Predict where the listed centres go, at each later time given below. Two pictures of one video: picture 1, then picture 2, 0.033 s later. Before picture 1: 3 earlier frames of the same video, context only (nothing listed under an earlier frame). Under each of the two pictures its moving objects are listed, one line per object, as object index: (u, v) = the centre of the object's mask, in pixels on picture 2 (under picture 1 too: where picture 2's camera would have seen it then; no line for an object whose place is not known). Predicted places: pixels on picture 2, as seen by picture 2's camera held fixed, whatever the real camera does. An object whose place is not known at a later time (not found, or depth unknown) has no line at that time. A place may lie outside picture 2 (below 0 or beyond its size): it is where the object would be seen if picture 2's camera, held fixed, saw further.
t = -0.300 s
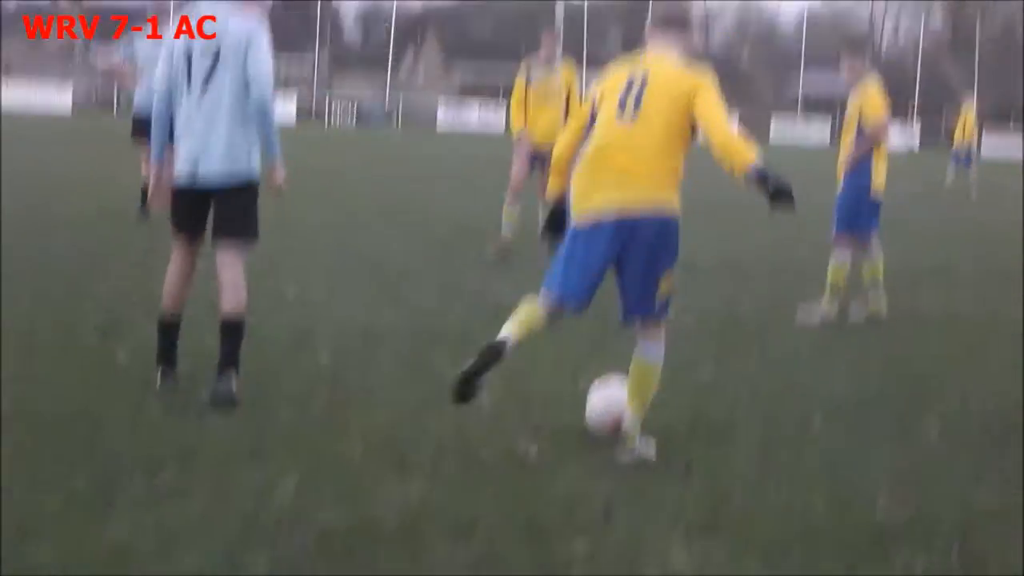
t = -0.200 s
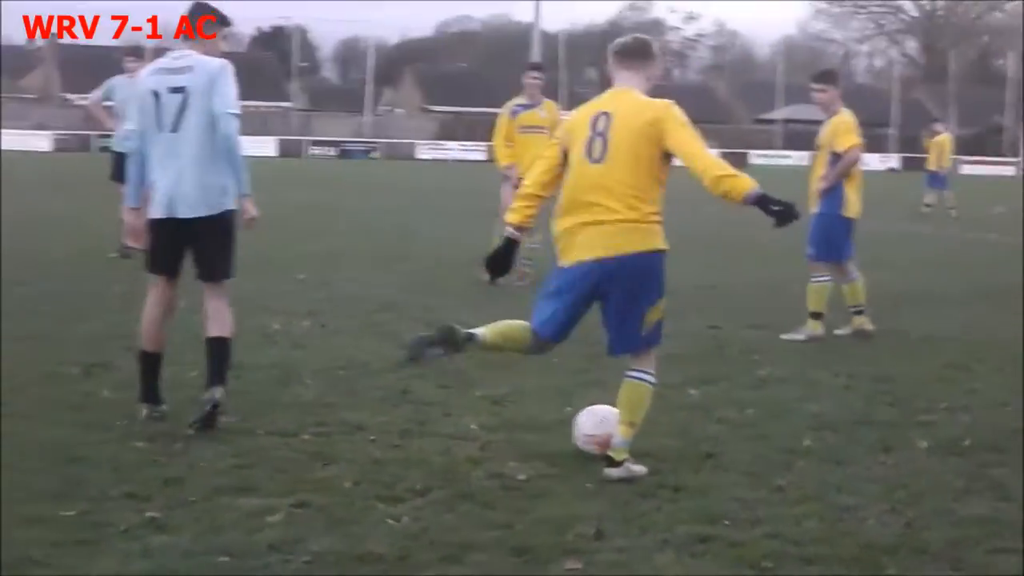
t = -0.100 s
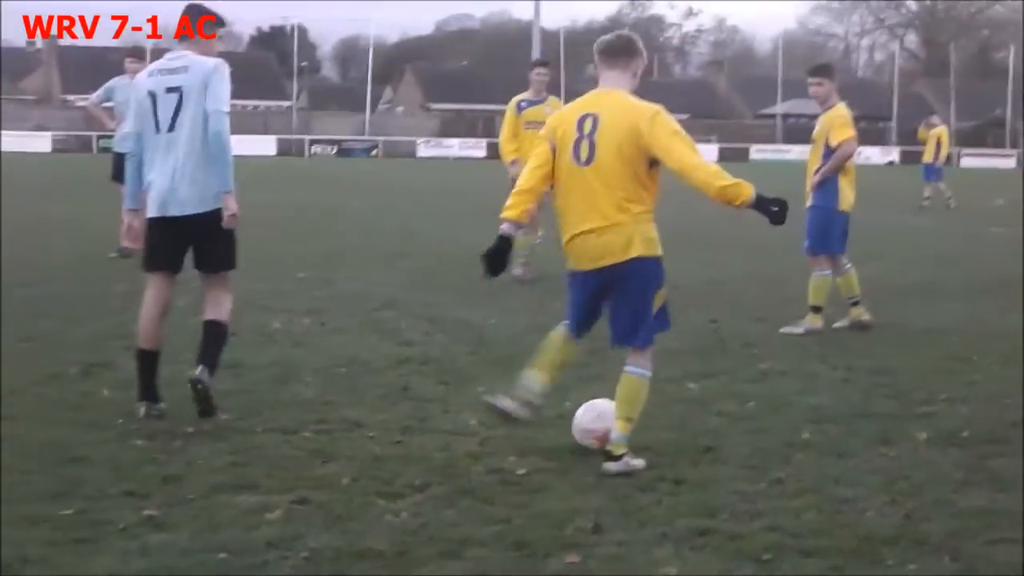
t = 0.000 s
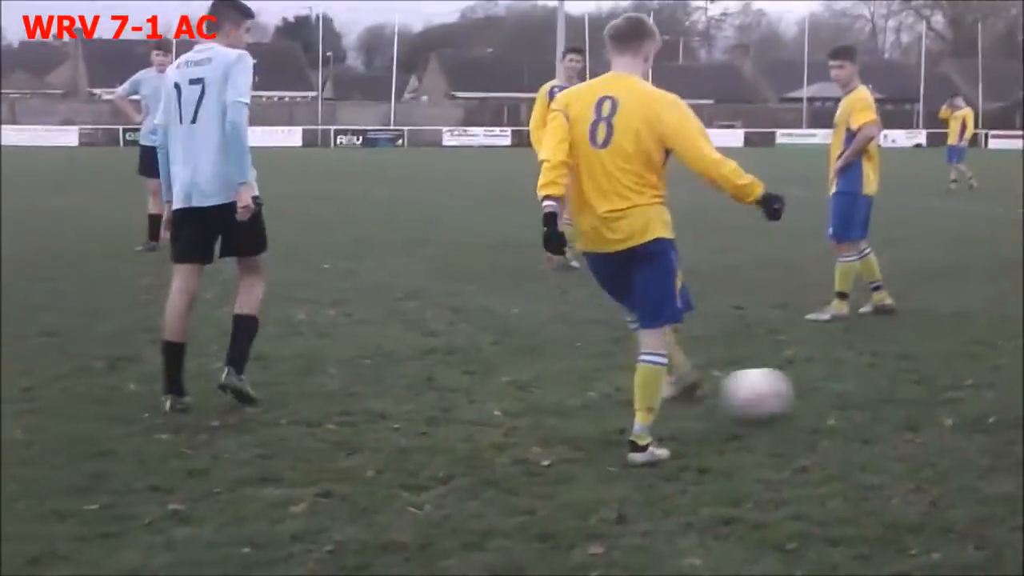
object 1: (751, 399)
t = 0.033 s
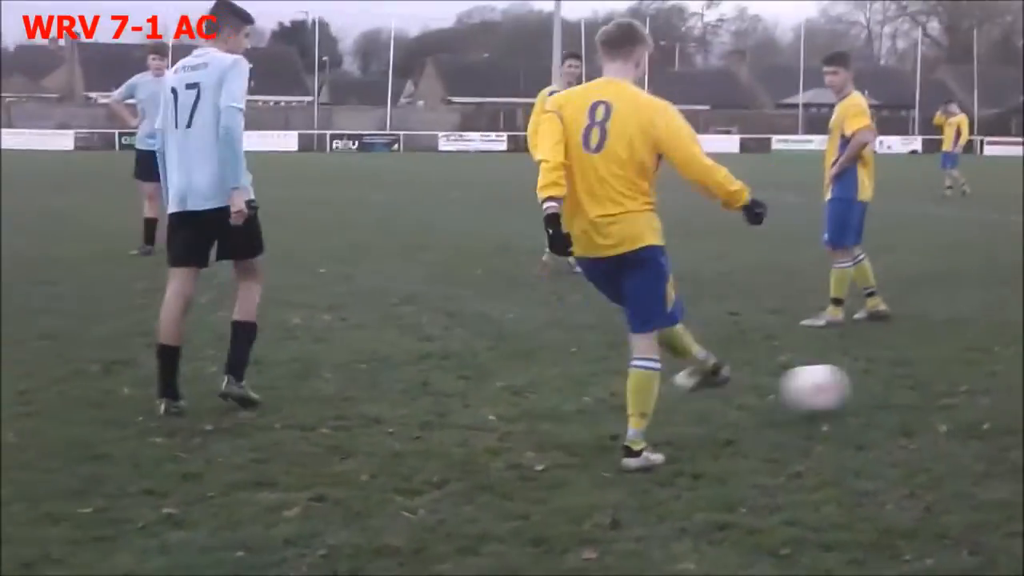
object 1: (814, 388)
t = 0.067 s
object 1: (875, 380)
